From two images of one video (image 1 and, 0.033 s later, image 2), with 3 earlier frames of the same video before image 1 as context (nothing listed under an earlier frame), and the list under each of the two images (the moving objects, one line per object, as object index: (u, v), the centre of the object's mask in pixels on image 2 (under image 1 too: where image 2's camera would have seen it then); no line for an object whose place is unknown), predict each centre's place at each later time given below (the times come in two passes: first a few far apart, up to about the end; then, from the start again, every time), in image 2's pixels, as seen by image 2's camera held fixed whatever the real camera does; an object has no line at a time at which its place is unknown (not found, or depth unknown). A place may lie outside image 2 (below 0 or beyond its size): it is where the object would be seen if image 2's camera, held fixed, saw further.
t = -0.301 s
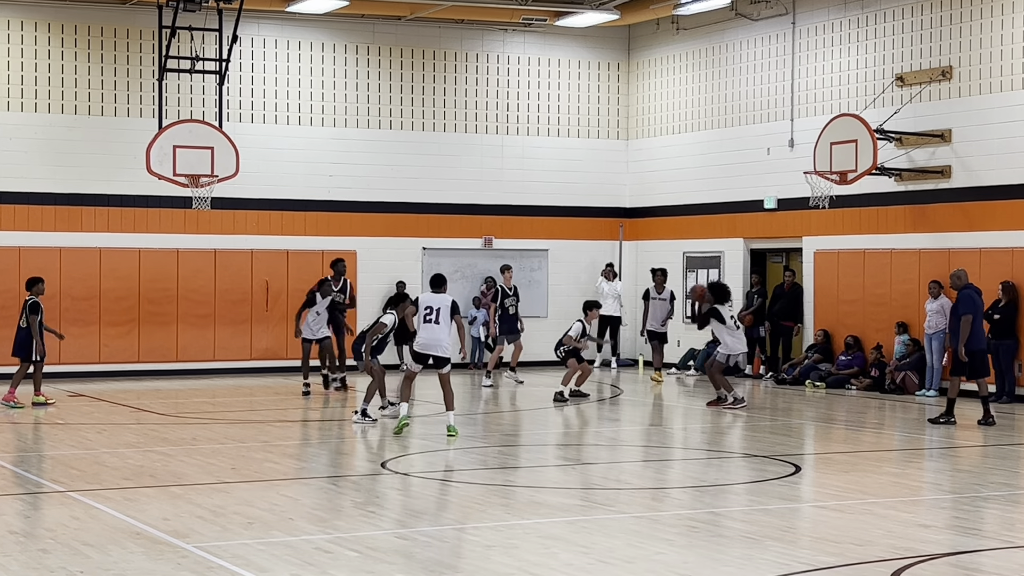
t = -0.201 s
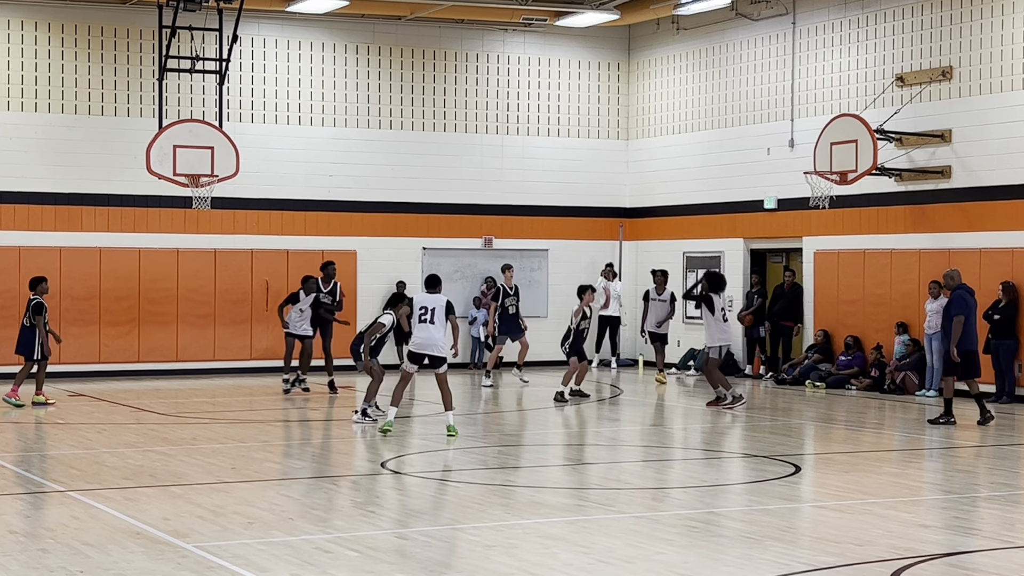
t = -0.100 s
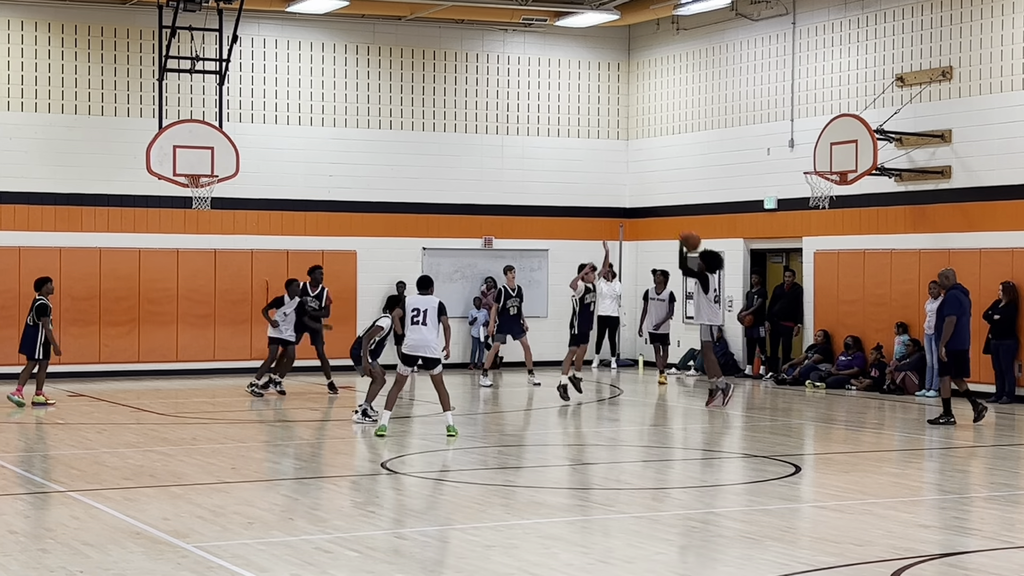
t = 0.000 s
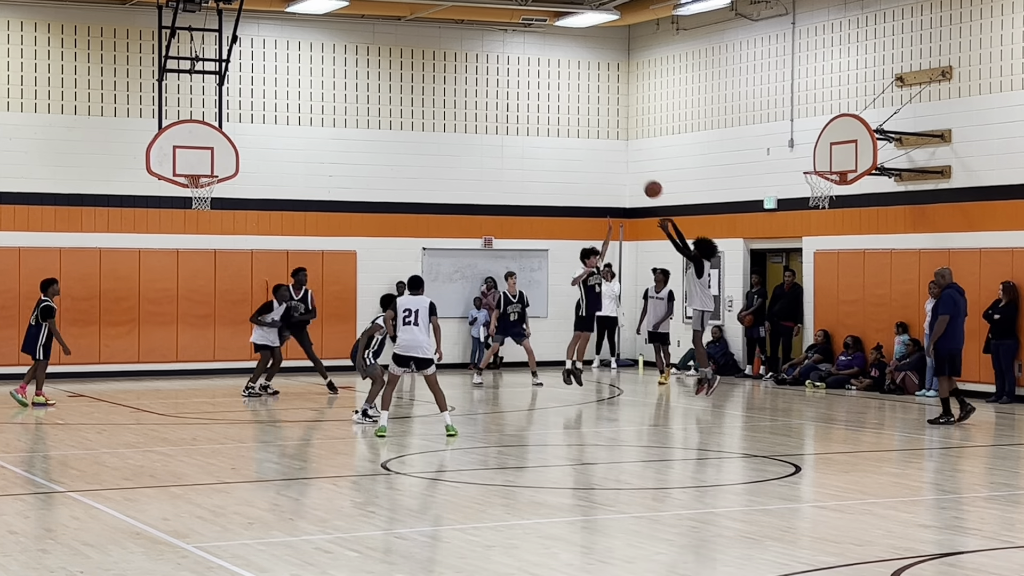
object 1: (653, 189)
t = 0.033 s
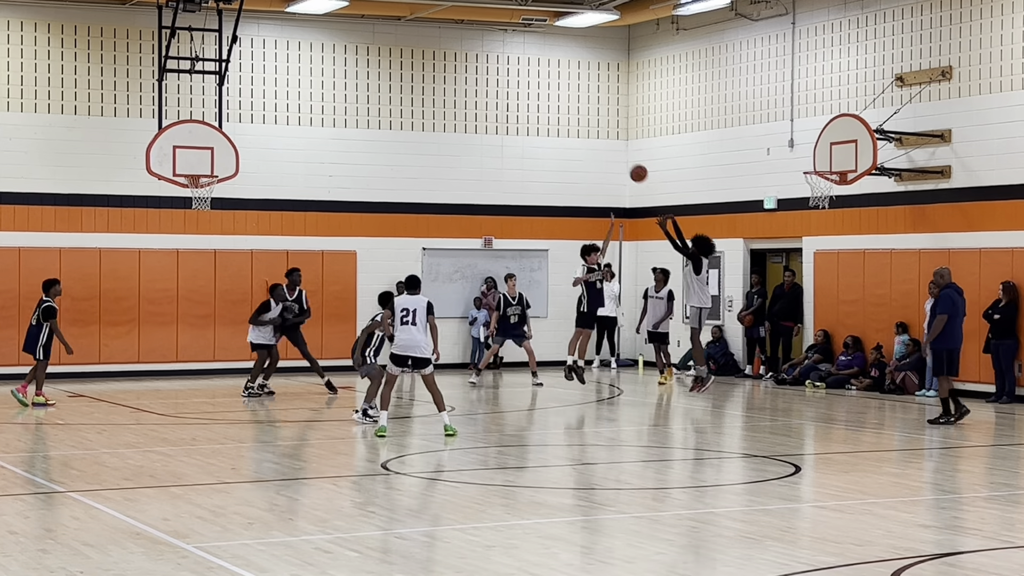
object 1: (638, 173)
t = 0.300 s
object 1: (528, 82)
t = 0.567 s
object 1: (425, 46)
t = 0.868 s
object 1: (317, 69)
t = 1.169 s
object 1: (217, 151)
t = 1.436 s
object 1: (172, 143)
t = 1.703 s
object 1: (145, 146)
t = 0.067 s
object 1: (624, 158)
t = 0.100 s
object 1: (610, 145)
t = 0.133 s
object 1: (596, 132)
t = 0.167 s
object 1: (582, 120)
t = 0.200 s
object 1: (569, 109)
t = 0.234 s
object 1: (555, 99)
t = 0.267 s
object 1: (541, 90)
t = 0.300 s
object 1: (528, 82)
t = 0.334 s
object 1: (514, 74)
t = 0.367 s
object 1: (501, 68)
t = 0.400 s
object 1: (488, 62)
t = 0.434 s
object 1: (476, 57)
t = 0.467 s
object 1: (462, 53)
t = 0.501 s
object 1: (450, 50)
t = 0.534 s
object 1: (437, 48)
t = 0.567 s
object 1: (425, 46)
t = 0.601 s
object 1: (412, 46)
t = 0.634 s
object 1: (400, 46)
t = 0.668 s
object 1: (388, 47)
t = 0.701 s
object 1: (376, 49)
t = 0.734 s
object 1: (364, 51)
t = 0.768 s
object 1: (352, 55)
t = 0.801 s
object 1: (340, 59)
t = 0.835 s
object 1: (328, 63)
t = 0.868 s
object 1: (317, 69)
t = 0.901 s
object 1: (305, 75)
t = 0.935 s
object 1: (294, 82)
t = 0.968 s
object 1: (282, 90)
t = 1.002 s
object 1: (271, 98)
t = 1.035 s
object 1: (260, 107)
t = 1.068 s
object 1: (249, 117)
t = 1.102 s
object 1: (238, 128)
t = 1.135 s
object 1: (227, 139)
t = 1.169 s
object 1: (217, 151)
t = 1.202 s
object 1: (206, 163)
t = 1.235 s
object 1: (200, 167)
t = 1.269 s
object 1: (195, 161)
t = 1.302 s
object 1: (190, 156)
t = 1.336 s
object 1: (186, 151)
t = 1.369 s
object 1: (181, 148)
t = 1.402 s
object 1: (176, 145)
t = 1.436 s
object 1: (172, 143)
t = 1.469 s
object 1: (167, 142)
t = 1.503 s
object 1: (162, 142)
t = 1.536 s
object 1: (158, 142)
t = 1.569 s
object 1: (153, 143)
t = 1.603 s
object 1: (151, 143)
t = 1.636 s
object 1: (149, 143)
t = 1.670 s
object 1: (147, 144)
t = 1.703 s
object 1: (145, 146)
